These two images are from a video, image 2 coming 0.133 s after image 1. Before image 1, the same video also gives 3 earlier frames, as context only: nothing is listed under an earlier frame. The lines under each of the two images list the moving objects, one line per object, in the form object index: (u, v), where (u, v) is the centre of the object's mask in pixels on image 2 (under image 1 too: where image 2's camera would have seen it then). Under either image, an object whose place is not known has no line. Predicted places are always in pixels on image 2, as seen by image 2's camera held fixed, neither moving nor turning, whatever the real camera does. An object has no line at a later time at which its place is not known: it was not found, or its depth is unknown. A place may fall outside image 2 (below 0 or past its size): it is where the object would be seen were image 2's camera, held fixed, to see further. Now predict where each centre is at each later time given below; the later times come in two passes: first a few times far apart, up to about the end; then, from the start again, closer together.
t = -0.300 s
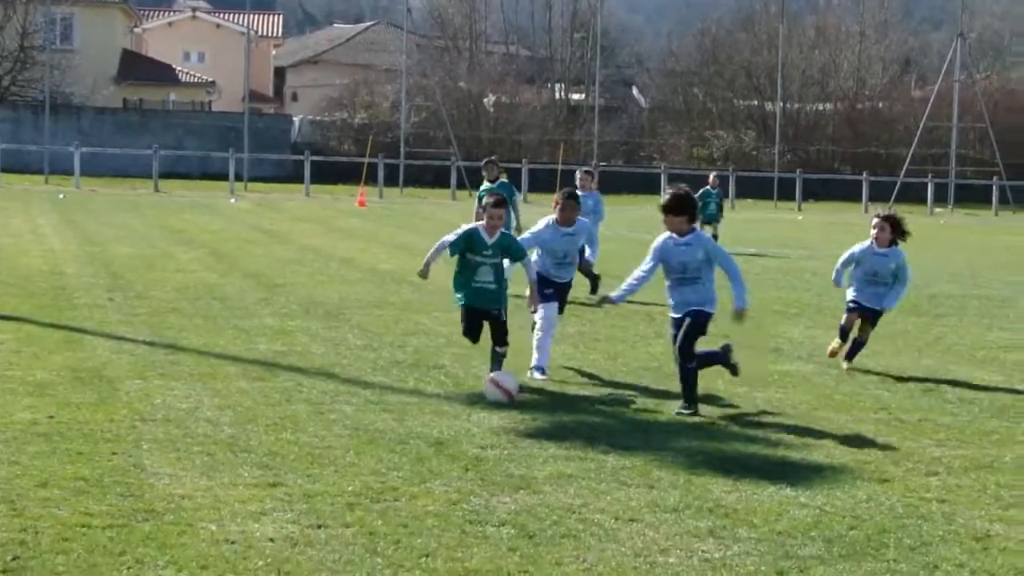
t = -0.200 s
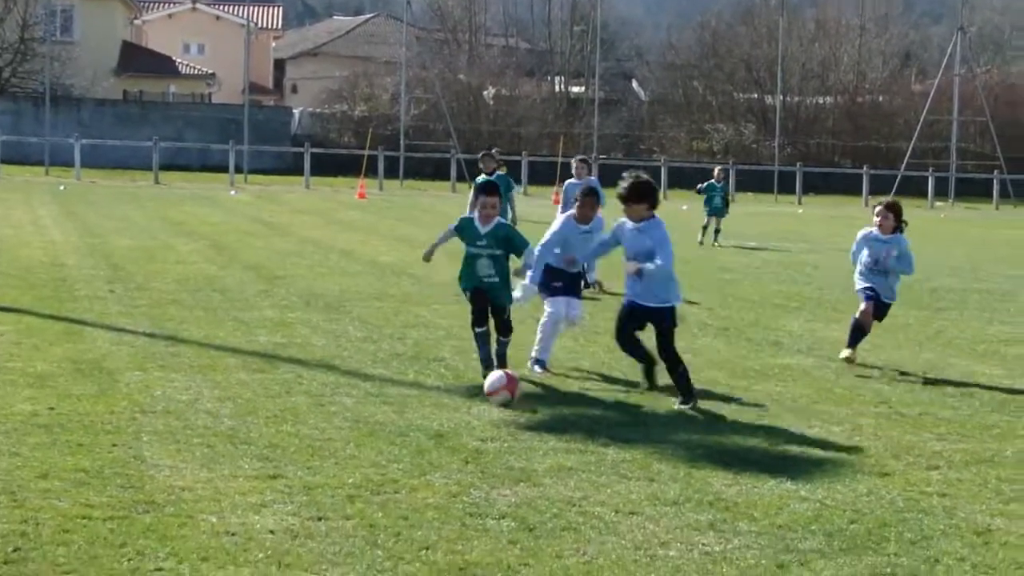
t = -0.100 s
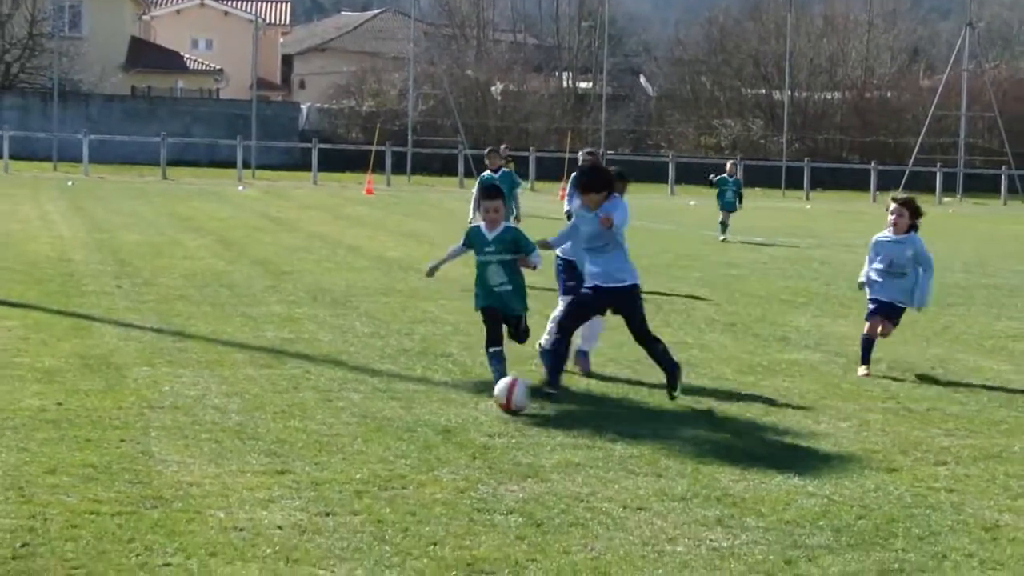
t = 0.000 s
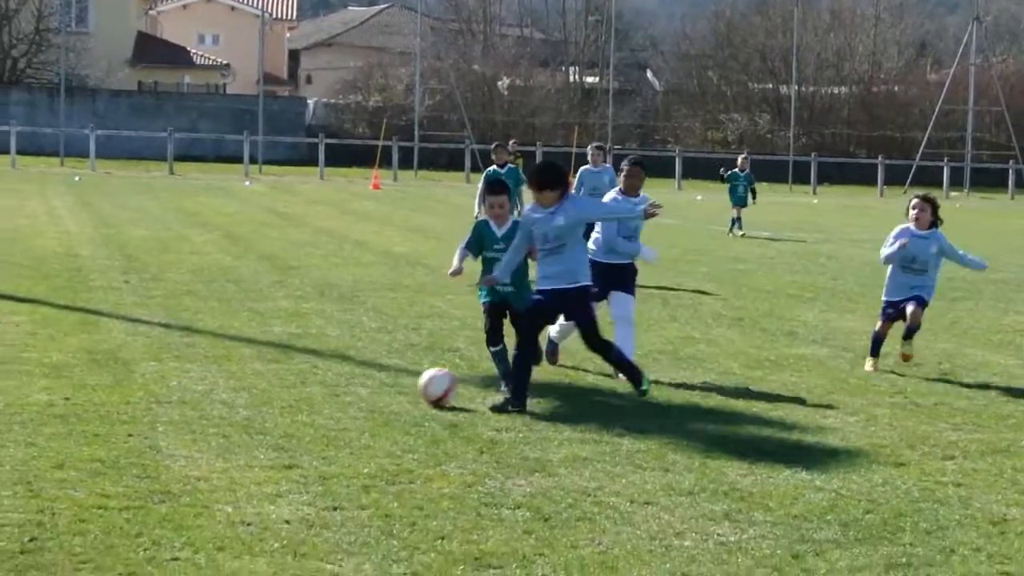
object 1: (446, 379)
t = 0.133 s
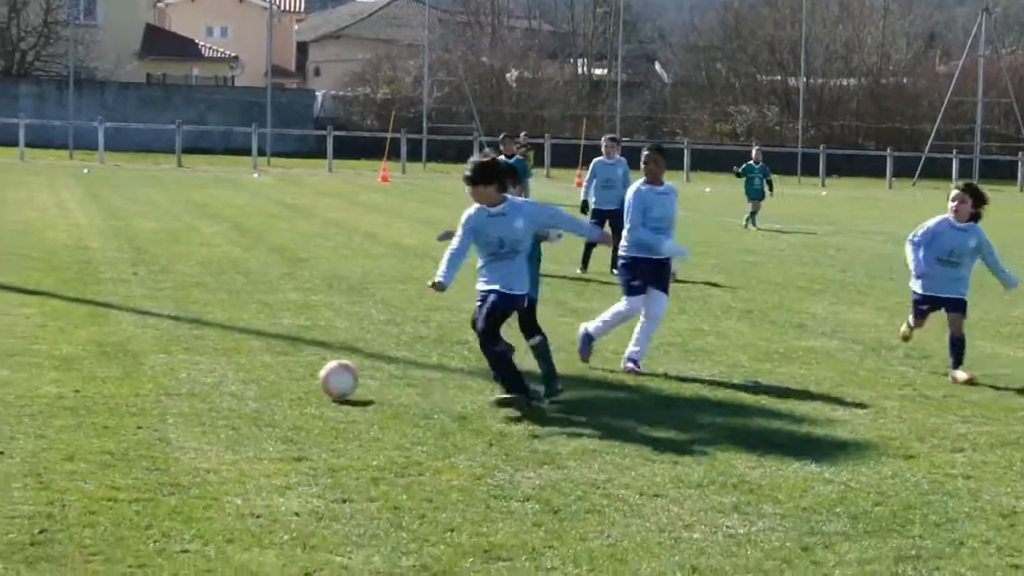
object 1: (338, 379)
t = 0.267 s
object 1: (243, 378)
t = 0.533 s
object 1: (70, 384)
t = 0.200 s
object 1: (287, 381)
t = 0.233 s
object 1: (265, 379)
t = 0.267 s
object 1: (243, 378)
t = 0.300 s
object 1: (221, 380)
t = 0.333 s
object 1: (201, 383)
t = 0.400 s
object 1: (156, 384)
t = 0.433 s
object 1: (134, 384)
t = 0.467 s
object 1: (111, 384)
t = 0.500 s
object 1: (91, 384)
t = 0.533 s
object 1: (70, 384)
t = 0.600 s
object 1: (24, 388)
